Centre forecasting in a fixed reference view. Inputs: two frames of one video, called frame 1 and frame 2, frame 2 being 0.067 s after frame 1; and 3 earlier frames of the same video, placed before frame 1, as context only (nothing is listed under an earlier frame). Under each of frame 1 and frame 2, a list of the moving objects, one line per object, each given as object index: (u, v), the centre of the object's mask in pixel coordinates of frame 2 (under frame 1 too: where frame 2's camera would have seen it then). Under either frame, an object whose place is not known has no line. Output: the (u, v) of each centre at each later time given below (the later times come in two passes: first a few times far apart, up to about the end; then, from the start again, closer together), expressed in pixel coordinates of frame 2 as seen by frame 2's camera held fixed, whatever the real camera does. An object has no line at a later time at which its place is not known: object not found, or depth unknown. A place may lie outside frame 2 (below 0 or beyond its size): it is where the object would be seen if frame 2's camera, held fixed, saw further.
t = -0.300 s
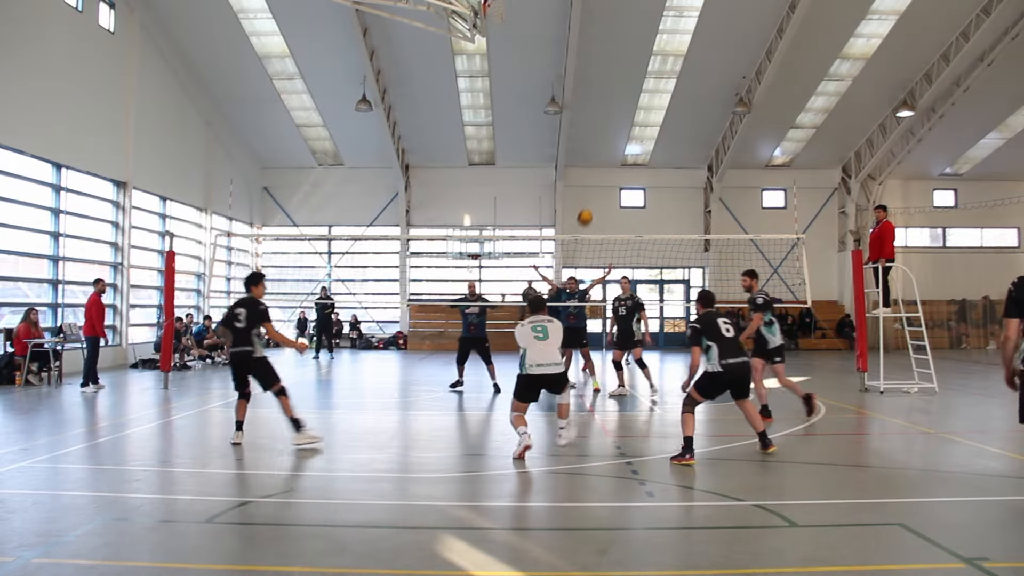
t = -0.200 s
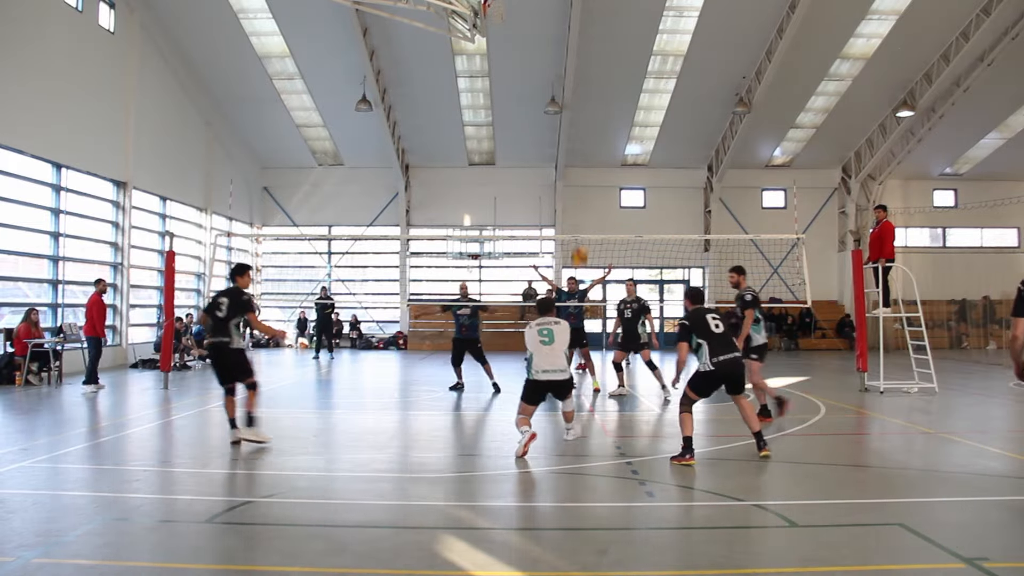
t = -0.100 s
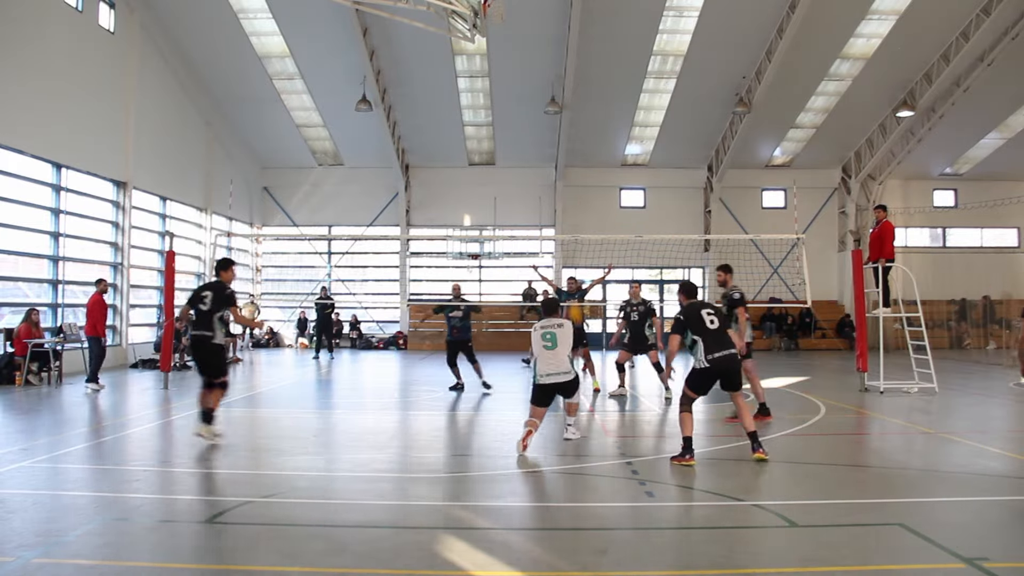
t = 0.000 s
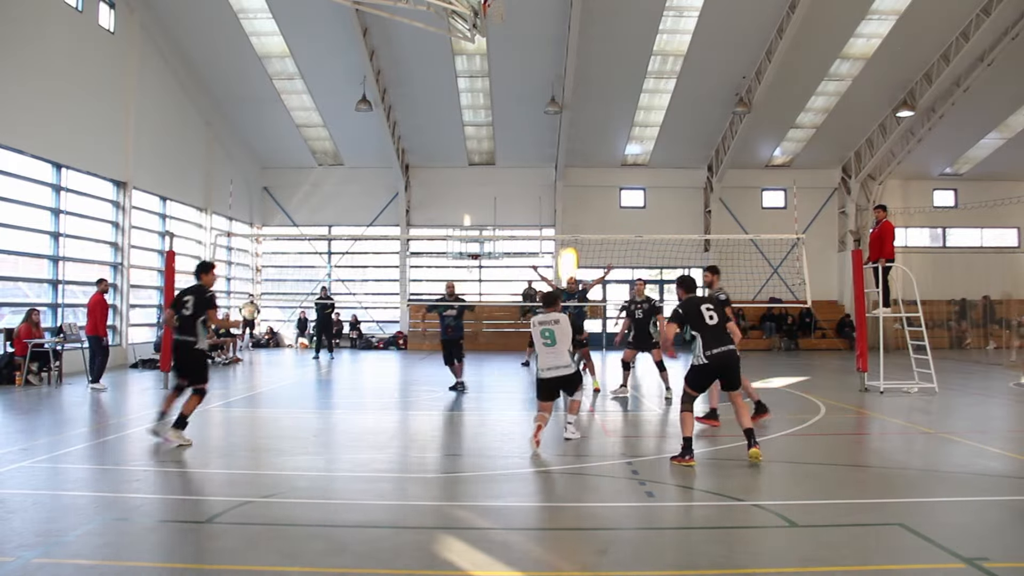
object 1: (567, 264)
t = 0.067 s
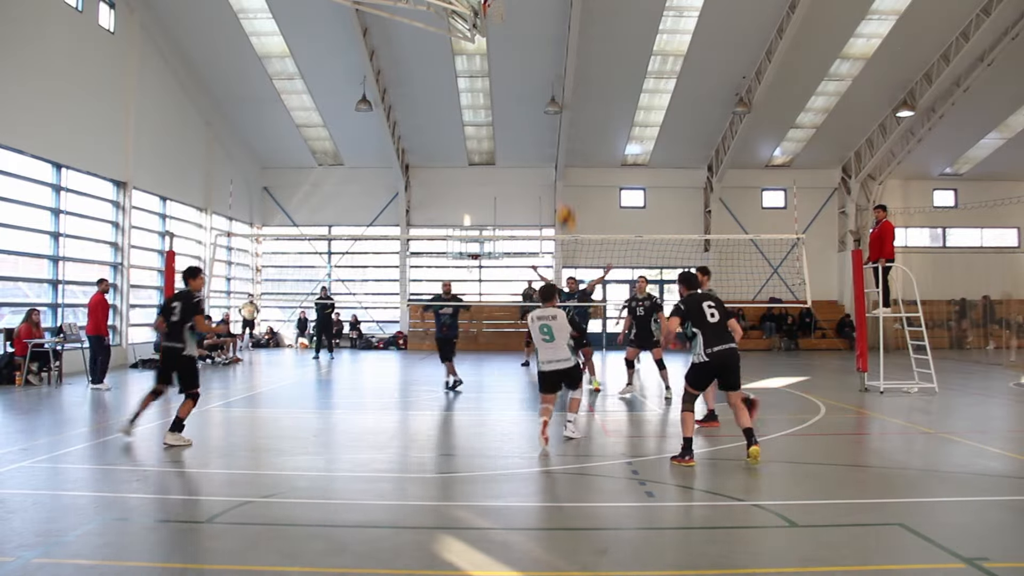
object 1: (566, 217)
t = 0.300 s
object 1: (556, 100)
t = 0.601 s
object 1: (544, 32)
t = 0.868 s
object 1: (534, 29)
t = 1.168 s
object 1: (524, 80)
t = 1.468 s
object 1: (517, 178)
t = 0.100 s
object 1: (565, 195)
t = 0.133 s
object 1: (565, 175)
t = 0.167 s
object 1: (562, 159)
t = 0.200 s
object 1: (561, 141)
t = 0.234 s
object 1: (559, 126)
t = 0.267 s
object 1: (559, 114)
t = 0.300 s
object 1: (556, 100)
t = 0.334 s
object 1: (555, 88)
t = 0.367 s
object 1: (554, 78)
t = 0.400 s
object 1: (552, 69)
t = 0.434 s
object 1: (550, 60)
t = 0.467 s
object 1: (549, 53)
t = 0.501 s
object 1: (547, 46)
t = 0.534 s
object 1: (546, 40)
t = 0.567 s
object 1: (545, 35)
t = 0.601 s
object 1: (544, 32)
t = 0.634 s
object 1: (542, 28)
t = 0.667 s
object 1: (541, 27)
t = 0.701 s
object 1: (540, 25)
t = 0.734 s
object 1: (539, 25)
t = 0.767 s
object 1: (538, 25)
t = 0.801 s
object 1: (537, 26)
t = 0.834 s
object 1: (536, 27)
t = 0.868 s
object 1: (534, 29)
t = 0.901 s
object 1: (533, 33)
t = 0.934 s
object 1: (532, 36)
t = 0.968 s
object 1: (531, 41)
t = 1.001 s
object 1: (530, 45)
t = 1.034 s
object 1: (529, 51)
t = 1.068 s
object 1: (527, 57)
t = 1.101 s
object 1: (527, 64)
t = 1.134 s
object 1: (526, 72)
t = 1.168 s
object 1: (524, 80)
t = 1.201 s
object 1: (523, 88)
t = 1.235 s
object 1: (523, 98)
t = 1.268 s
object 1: (521, 108)
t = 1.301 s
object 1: (521, 117)
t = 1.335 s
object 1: (520, 128)
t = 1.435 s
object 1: (518, 164)
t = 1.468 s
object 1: (517, 178)
